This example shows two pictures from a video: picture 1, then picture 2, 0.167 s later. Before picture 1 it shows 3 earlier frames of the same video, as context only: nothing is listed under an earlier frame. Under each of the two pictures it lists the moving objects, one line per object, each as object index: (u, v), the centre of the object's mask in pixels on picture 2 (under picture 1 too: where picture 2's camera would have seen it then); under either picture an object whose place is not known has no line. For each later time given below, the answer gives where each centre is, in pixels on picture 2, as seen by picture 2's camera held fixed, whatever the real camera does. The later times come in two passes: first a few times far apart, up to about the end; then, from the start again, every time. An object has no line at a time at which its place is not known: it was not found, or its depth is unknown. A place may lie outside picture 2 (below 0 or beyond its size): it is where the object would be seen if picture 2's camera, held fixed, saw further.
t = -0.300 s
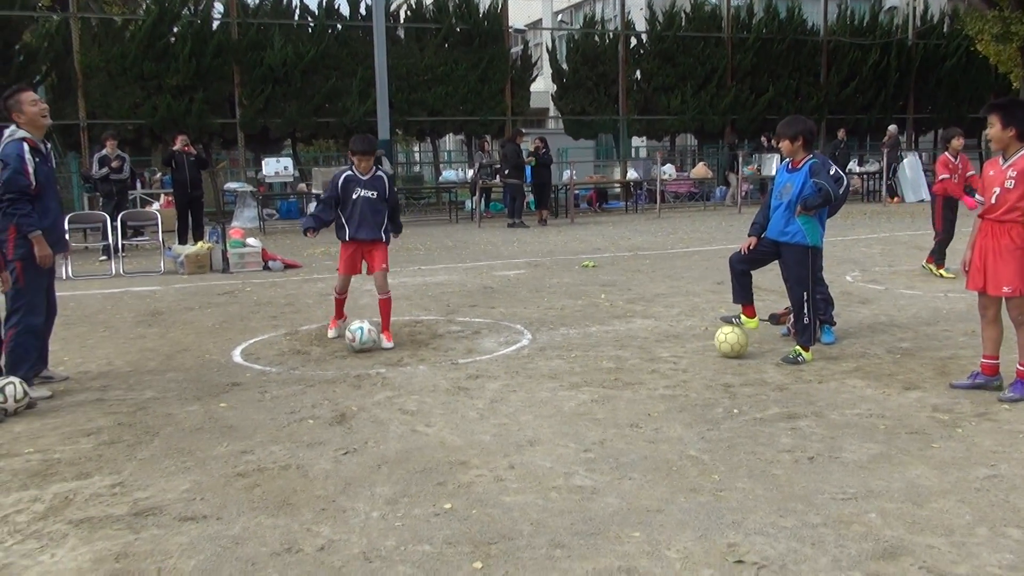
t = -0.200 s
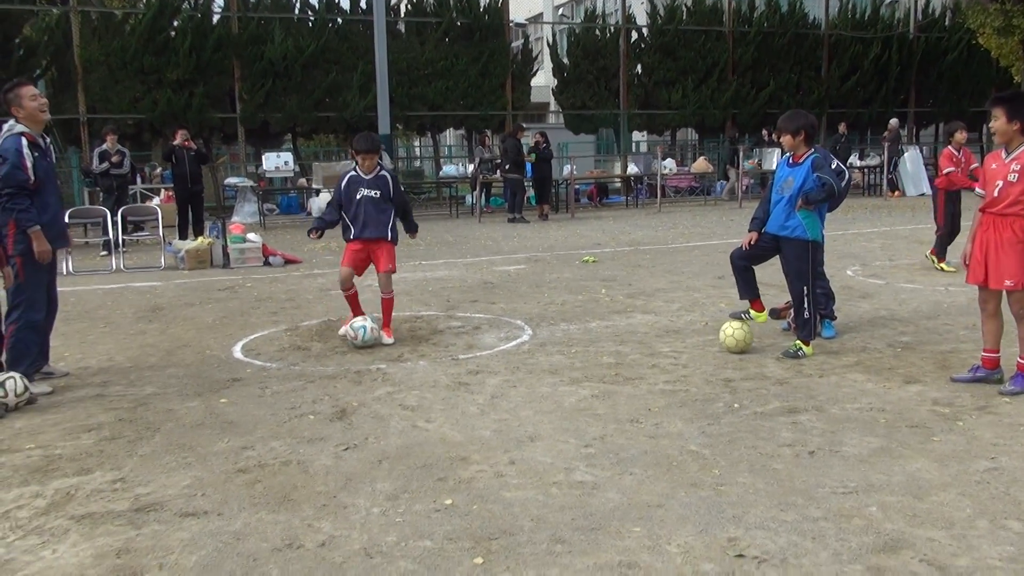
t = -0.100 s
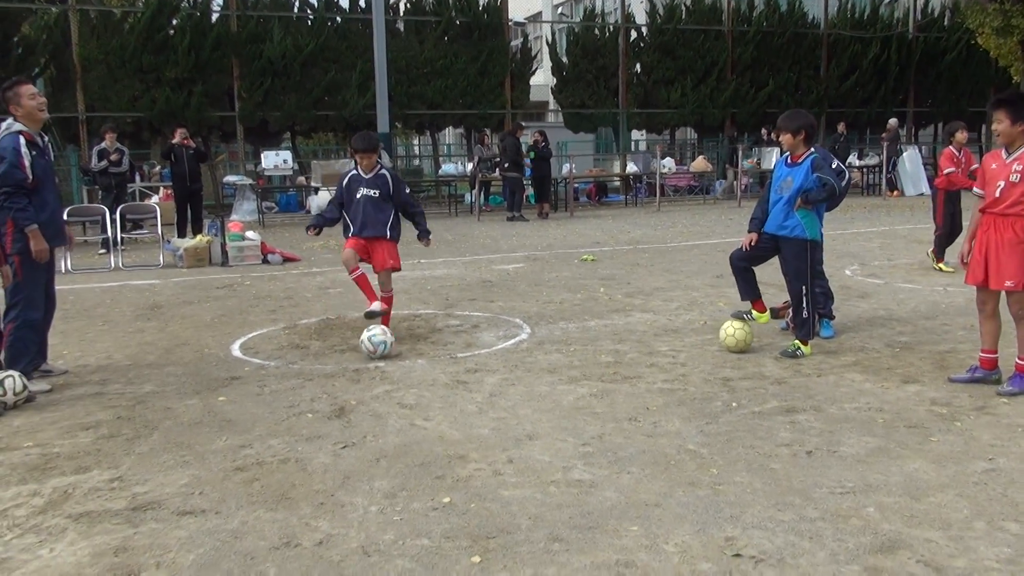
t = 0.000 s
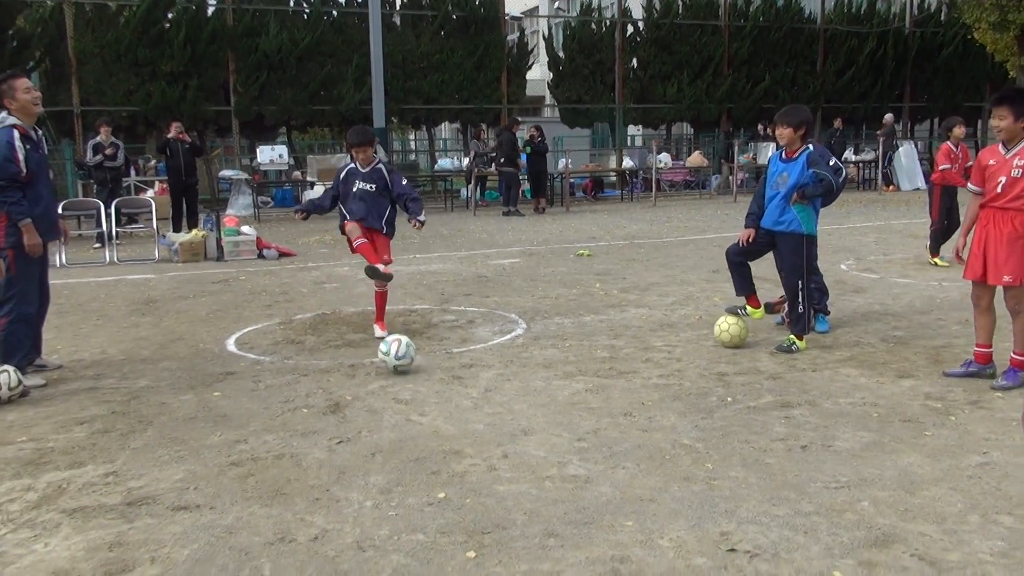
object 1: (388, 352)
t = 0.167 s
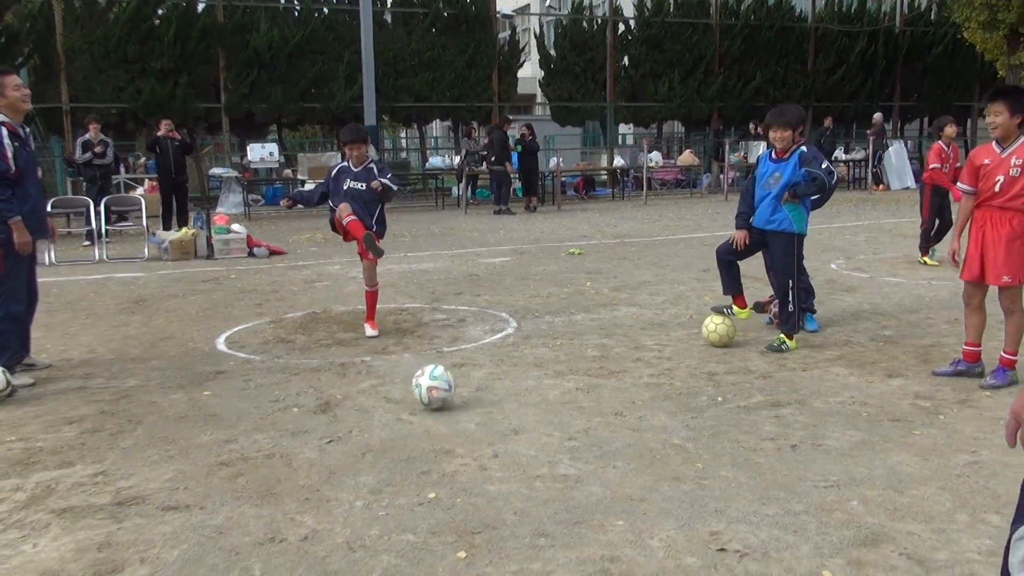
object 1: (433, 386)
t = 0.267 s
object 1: (464, 407)
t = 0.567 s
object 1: (579, 459)
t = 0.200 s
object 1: (443, 392)
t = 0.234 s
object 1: (453, 400)
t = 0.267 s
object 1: (464, 407)
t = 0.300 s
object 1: (475, 409)
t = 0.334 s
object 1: (485, 413)
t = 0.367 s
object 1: (497, 420)
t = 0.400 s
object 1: (509, 430)
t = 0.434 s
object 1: (522, 445)
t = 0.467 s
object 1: (536, 449)
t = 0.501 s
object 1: (549, 450)
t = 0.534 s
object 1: (564, 453)
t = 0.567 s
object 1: (579, 459)
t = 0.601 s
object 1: (596, 469)
